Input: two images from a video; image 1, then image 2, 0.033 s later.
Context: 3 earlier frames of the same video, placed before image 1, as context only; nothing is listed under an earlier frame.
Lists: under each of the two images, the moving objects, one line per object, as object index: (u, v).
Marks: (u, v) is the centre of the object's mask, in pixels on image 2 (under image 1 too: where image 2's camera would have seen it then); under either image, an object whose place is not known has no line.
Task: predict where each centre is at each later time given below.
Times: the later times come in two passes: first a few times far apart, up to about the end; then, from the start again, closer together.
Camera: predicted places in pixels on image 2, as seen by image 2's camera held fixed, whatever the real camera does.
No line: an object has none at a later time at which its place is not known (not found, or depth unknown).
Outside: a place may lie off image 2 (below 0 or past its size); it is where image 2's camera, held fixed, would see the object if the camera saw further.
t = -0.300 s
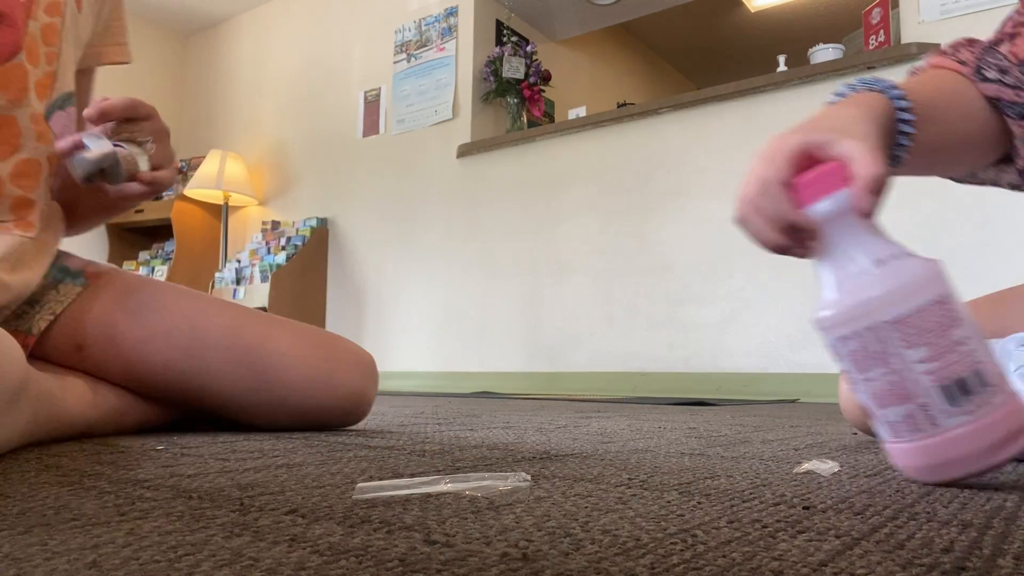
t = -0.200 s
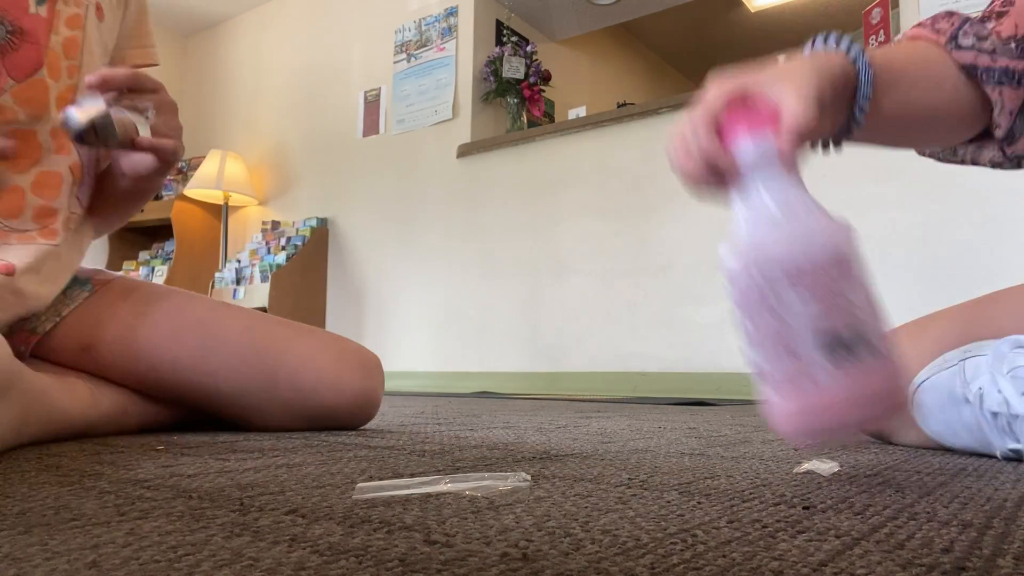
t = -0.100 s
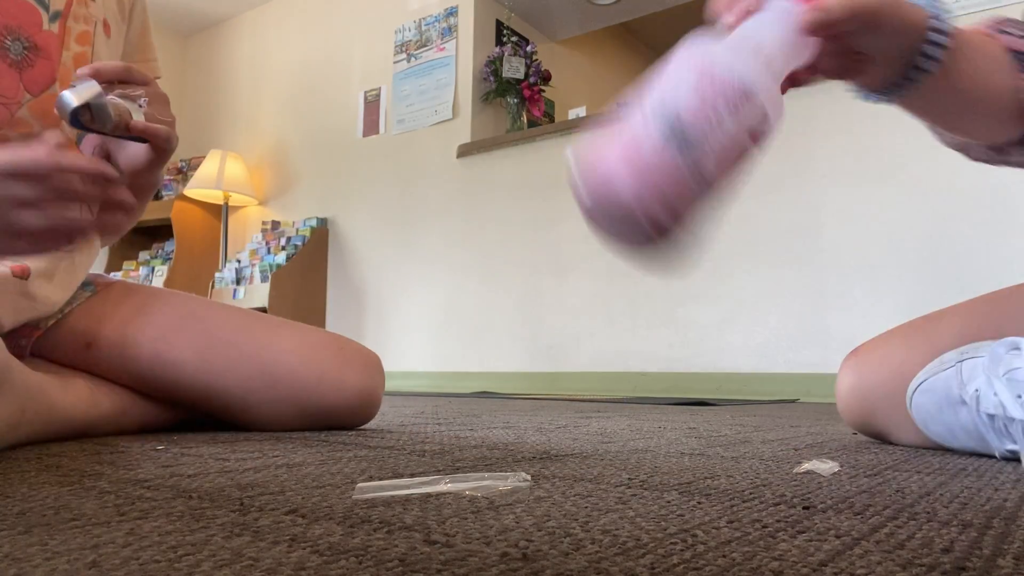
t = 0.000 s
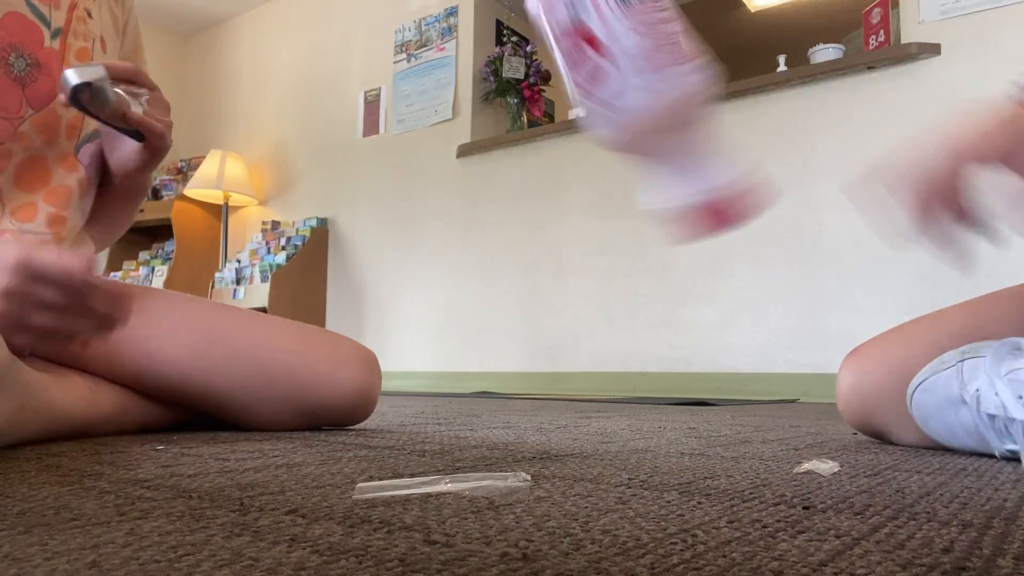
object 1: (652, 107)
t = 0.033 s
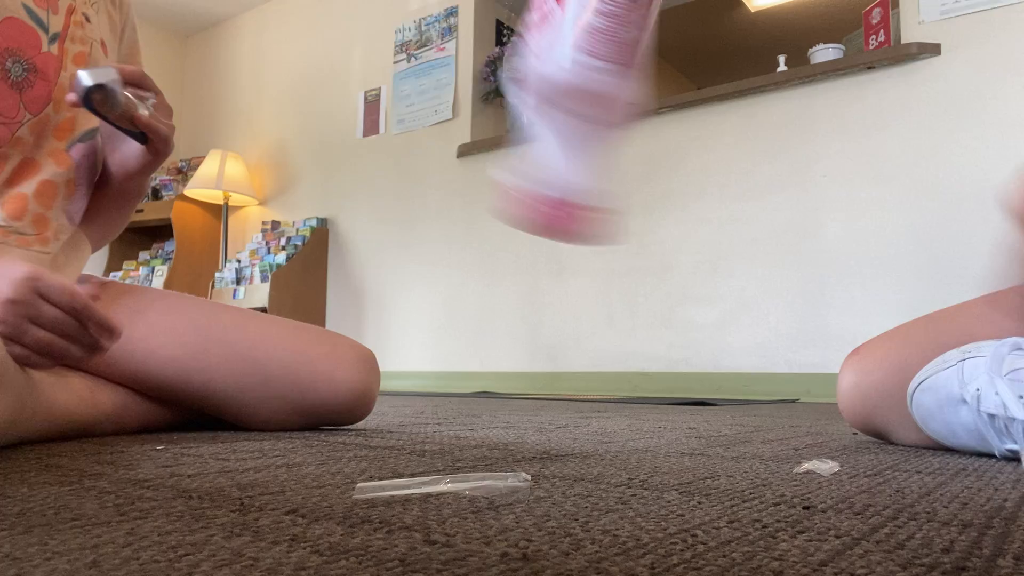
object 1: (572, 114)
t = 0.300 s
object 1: (499, 333)
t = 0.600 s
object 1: (491, 335)
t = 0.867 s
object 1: (492, 335)
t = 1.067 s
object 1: (491, 335)
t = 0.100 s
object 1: (526, 45)
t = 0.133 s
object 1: (548, 66)
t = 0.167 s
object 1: (532, 108)
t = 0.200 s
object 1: (518, 160)
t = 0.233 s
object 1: (518, 257)
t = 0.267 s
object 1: (513, 329)
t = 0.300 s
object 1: (499, 333)
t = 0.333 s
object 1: (485, 333)
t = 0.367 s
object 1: (478, 333)
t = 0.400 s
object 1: (475, 333)
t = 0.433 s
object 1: (478, 333)
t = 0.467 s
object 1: (487, 334)
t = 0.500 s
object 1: (497, 333)
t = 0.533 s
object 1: (501, 333)
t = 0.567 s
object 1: (497, 334)
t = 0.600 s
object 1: (491, 335)
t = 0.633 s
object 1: (487, 335)
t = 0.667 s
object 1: (487, 335)
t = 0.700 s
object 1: (491, 335)
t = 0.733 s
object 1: (493, 335)
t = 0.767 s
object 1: (493, 335)
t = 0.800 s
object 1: (491, 335)
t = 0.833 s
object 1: (491, 335)
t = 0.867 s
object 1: (492, 335)
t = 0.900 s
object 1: (493, 335)
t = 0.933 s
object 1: (493, 335)
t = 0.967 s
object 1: (492, 335)
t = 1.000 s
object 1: (491, 335)
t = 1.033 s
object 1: (491, 335)
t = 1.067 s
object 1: (491, 335)
